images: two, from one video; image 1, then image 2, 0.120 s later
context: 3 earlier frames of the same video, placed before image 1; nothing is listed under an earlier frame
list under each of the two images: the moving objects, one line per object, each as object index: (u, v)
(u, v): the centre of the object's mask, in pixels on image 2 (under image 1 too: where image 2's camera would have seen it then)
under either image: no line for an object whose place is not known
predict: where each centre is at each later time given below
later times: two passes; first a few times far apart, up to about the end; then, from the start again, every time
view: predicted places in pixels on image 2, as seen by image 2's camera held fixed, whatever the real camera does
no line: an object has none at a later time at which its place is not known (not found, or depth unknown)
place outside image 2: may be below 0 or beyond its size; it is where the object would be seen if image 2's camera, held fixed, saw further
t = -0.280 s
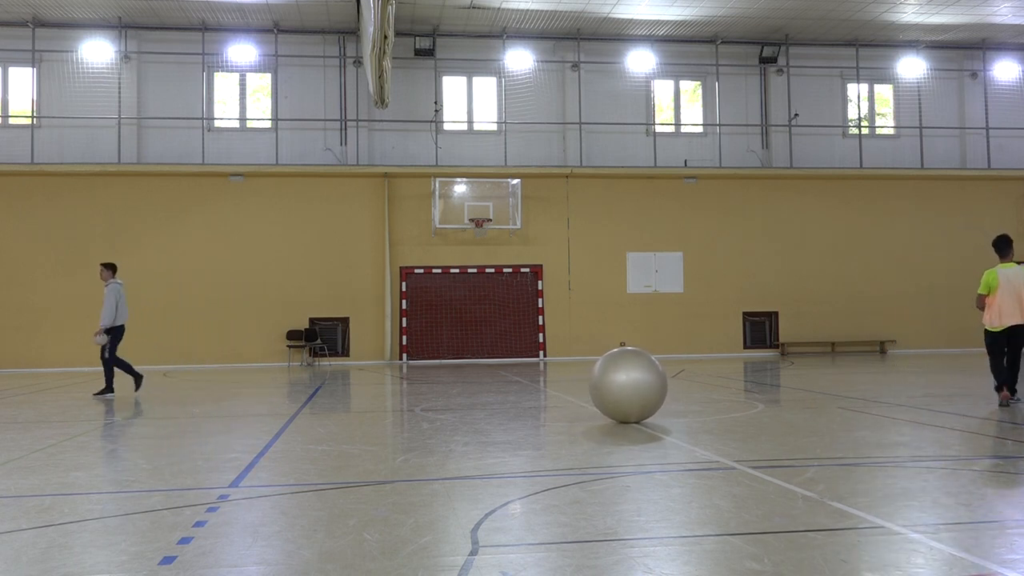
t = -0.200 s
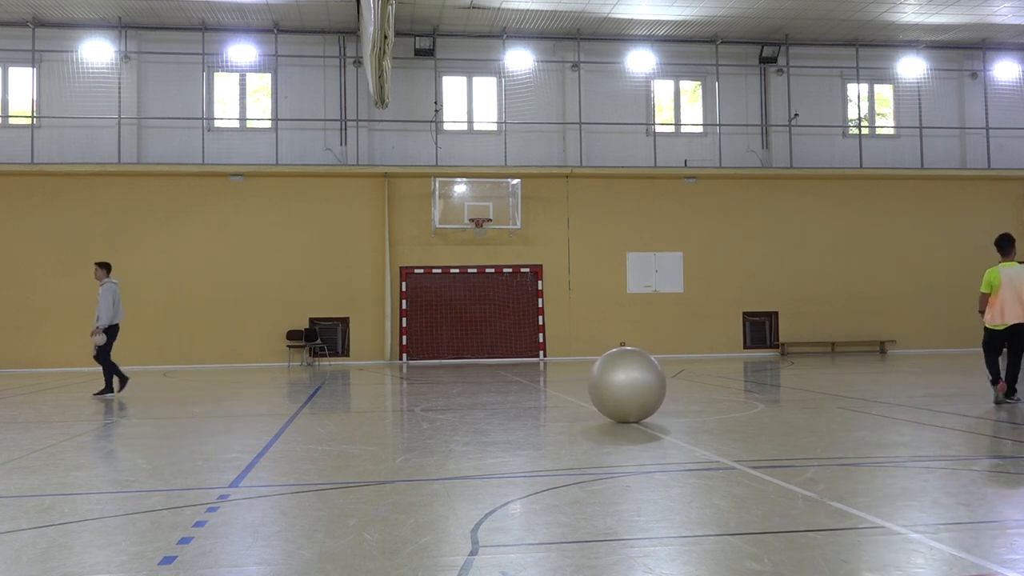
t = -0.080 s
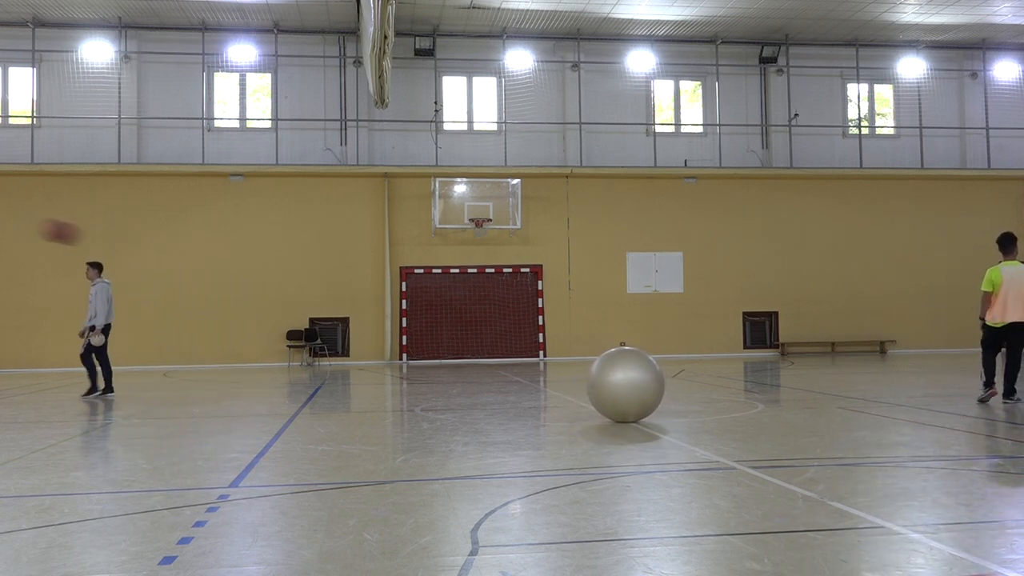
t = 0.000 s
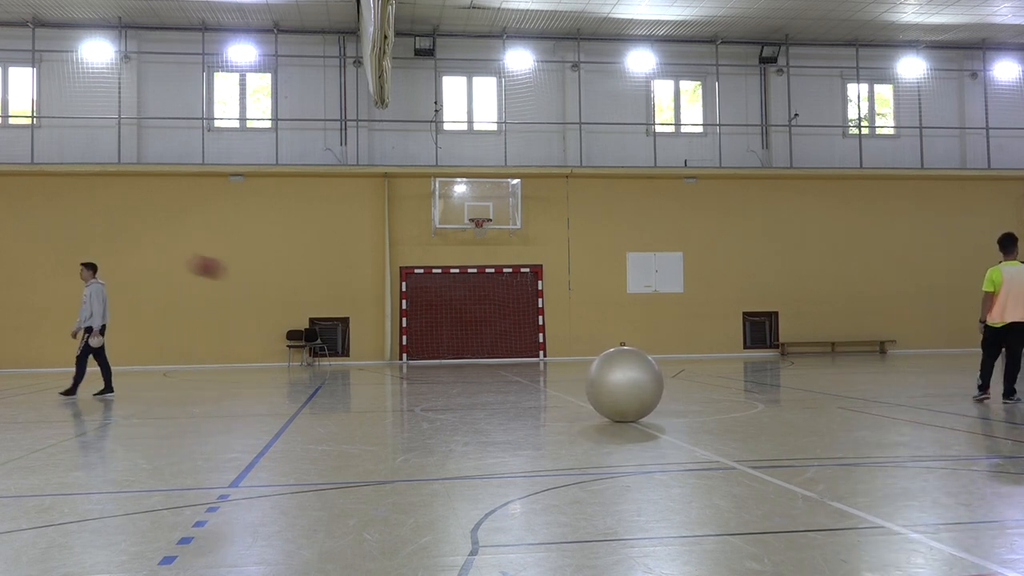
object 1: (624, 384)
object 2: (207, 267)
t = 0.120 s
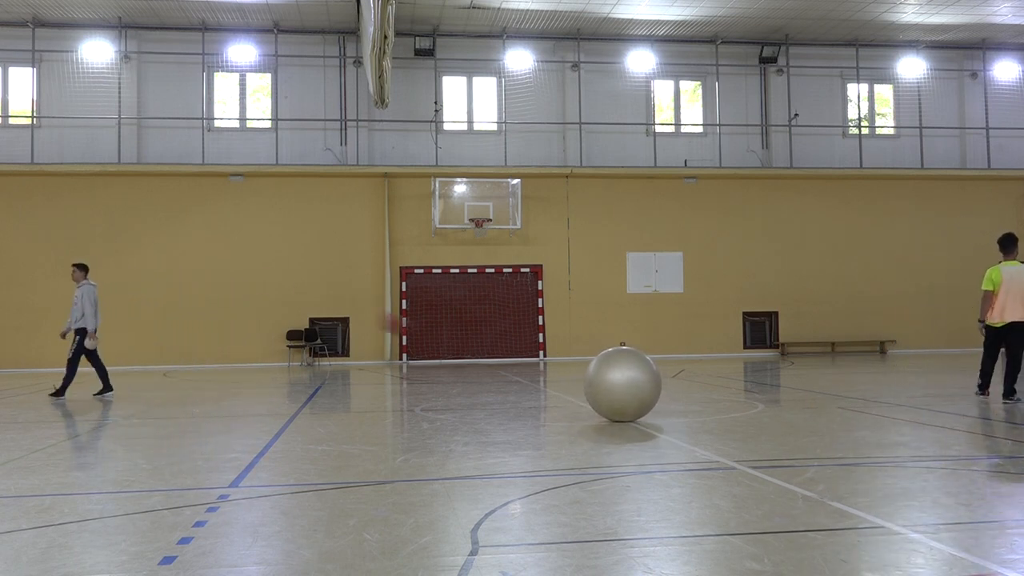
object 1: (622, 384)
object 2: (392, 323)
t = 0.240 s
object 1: (620, 384)
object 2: (552, 386)
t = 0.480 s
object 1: (650, 370)
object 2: (582, 391)
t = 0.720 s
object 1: (682, 381)
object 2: (574, 397)
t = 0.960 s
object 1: (705, 377)
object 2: (581, 398)
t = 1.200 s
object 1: (727, 374)
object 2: (589, 396)
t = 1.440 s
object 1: (748, 376)
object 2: (597, 395)
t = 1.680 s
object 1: (766, 377)
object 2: (604, 394)
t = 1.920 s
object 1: (783, 377)
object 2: (612, 392)
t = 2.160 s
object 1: (799, 377)
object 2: (620, 390)
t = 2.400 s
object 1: (812, 376)
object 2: (629, 388)
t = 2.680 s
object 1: (827, 376)
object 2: (640, 387)
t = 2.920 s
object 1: (839, 376)
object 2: (649, 386)
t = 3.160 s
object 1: (852, 375)
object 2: (656, 385)
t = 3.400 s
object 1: (863, 375)
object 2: (664, 384)
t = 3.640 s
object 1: (874, 374)
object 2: (672, 383)
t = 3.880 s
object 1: (883, 373)
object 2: (681, 382)
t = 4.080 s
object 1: (890, 372)
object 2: (689, 382)
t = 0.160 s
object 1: (622, 384)
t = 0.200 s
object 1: (621, 384)
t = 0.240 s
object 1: (620, 384)
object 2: (552, 386)
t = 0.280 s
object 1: (621, 384)
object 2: (587, 407)
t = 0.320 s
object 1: (626, 381)
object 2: (592, 407)
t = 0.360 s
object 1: (632, 376)
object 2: (591, 399)
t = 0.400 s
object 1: (638, 372)
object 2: (588, 394)
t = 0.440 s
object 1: (644, 370)
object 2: (585, 392)
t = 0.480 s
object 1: (650, 370)
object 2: (582, 391)
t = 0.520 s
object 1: (656, 370)
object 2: (580, 392)
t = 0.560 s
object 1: (661, 373)
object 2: (577, 395)
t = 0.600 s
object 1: (667, 376)
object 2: (574, 398)
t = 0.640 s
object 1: (673, 381)
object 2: (572, 404)
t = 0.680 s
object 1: (678, 385)
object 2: (572, 401)
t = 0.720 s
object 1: (682, 381)
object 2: (574, 397)
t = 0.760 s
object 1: (686, 377)
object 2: (575, 395)
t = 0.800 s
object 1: (690, 374)
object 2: (576, 395)
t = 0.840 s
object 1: (693, 373)
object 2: (577, 396)
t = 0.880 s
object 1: (697, 373)
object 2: (579, 399)
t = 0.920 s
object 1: (701, 374)
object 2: (580, 401)
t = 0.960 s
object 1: (705, 377)
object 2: (581, 398)
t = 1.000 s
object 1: (709, 381)
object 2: (583, 396)
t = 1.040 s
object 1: (713, 382)
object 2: (584, 396)
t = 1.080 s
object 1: (716, 379)
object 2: (585, 398)
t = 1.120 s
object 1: (720, 376)
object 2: (587, 398)
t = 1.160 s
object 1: (723, 374)
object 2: (588, 396)
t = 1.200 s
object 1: (727, 374)
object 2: (589, 396)
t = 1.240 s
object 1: (730, 376)
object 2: (590, 397)
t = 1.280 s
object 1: (734, 379)
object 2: (591, 396)
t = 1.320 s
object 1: (738, 381)
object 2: (592, 395)
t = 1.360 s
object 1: (741, 380)
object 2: (594, 396)
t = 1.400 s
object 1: (744, 377)
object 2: (595, 396)
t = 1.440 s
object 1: (748, 376)
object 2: (597, 395)
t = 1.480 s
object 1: (751, 376)
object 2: (598, 395)
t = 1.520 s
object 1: (754, 378)
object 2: (599, 395)
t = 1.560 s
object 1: (757, 380)
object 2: (600, 395)
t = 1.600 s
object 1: (760, 380)
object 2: (602, 394)
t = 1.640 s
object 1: (763, 378)
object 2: (603, 394)
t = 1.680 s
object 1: (766, 377)
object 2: (604, 394)
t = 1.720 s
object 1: (770, 377)
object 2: (605, 393)
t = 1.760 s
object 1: (772, 378)
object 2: (607, 393)
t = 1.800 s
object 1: (775, 380)
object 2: (608, 393)
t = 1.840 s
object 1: (778, 378)
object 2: (609, 392)
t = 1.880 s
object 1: (781, 377)
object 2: (611, 392)
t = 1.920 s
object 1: (783, 377)
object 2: (612, 392)
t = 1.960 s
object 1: (786, 378)
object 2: (614, 391)
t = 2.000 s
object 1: (788, 378)
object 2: (615, 391)
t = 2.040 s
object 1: (791, 378)
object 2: (616, 391)
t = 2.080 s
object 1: (794, 376)
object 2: (618, 390)
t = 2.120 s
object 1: (796, 377)
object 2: (619, 390)
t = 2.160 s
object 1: (799, 377)
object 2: (620, 390)
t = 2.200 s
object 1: (801, 377)
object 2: (622, 390)
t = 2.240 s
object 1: (803, 376)
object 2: (623, 389)
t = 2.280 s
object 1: (806, 376)
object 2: (624, 389)
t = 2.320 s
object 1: (808, 377)
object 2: (626, 389)
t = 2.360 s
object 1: (810, 377)
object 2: (627, 389)
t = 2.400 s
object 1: (812, 376)
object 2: (629, 388)
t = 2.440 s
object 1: (814, 376)
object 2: (630, 388)
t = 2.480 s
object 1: (817, 376)
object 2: (632, 388)
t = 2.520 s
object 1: (818, 376)
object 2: (634, 388)
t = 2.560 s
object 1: (821, 376)
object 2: (635, 388)
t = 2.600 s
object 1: (823, 376)
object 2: (637, 387)
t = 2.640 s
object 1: (825, 376)
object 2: (638, 387)
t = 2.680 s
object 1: (827, 376)
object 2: (640, 387)
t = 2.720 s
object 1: (830, 376)
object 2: (641, 387)
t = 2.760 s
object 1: (831, 376)
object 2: (643, 387)
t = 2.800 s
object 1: (833, 376)
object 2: (644, 387)
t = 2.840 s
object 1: (836, 376)
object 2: (646, 387)
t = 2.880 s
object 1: (837, 376)
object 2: (647, 387)
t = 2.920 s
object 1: (839, 376)
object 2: (649, 386)
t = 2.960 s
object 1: (842, 376)
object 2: (650, 386)
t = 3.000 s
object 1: (844, 376)
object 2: (651, 386)
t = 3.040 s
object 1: (846, 376)
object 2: (652, 386)
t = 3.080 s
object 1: (848, 376)
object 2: (654, 385)
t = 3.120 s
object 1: (850, 375)
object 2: (655, 385)
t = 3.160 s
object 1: (852, 375)
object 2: (656, 385)
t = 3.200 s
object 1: (854, 375)
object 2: (658, 385)
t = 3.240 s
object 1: (856, 375)
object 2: (659, 384)
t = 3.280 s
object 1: (858, 375)
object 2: (660, 385)
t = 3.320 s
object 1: (860, 375)
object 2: (661, 384)
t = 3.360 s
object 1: (862, 375)
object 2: (662, 384)
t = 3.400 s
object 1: (863, 375)
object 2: (664, 384)
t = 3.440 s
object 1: (865, 375)
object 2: (665, 384)
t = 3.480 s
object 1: (867, 375)
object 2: (667, 384)
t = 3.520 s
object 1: (869, 374)
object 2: (668, 384)
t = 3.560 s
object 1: (871, 374)
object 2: (669, 384)
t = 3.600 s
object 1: (873, 374)
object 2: (671, 383)
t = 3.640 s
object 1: (874, 374)
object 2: (672, 383)
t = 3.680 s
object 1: (876, 374)
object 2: (674, 383)
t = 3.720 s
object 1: (877, 373)
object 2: (675, 383)
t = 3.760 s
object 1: (879, 373)
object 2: (677, 383)
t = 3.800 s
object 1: (880, 373)
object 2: (678, 383)
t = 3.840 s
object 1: (882, 373)
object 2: (680, 382)
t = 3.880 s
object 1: (883, 373)
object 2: (681, 382)
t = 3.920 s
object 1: (885, 372)
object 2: (683, 382)
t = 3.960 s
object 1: (886, 372)
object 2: (684, 382)
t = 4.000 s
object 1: (887, 372)
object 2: (686, 382)
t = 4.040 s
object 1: (889, 372)
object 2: (687, 382)
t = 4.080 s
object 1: (890, 372)
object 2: (689, 382)
